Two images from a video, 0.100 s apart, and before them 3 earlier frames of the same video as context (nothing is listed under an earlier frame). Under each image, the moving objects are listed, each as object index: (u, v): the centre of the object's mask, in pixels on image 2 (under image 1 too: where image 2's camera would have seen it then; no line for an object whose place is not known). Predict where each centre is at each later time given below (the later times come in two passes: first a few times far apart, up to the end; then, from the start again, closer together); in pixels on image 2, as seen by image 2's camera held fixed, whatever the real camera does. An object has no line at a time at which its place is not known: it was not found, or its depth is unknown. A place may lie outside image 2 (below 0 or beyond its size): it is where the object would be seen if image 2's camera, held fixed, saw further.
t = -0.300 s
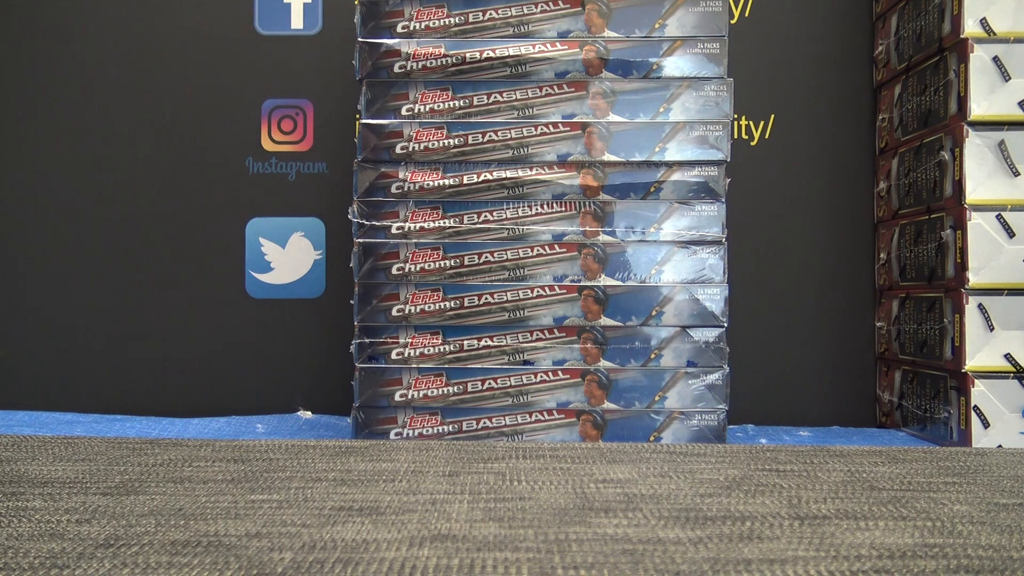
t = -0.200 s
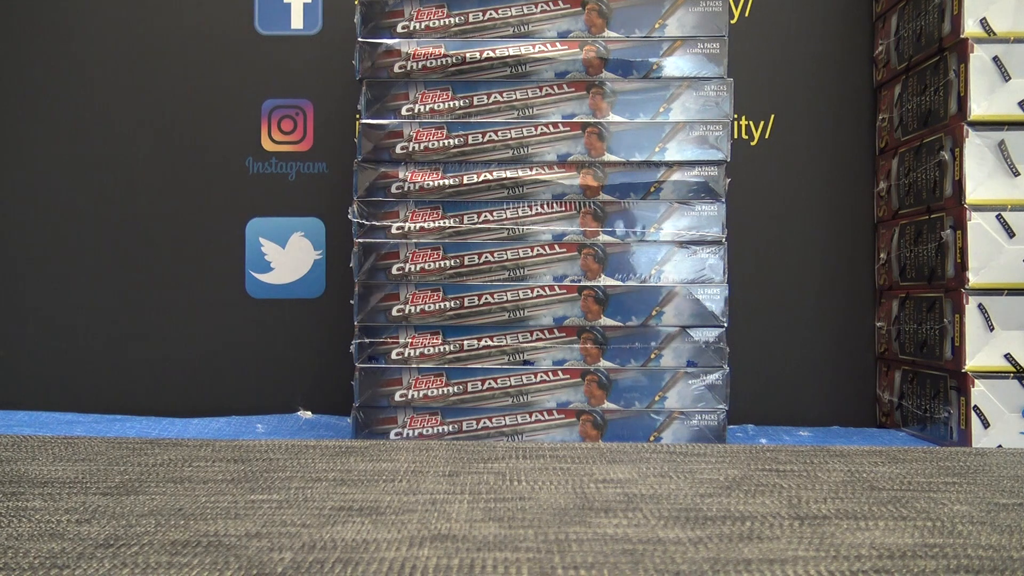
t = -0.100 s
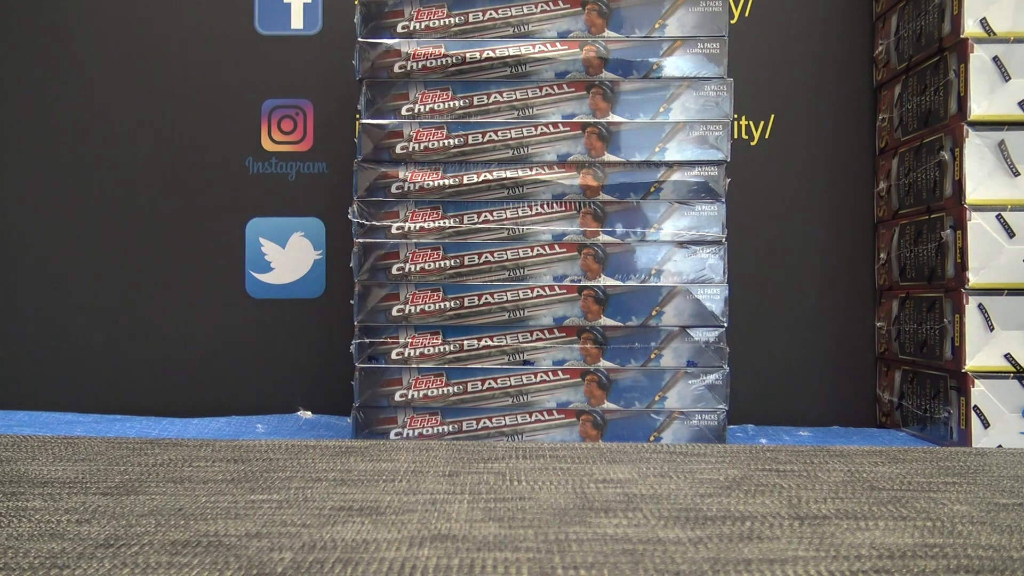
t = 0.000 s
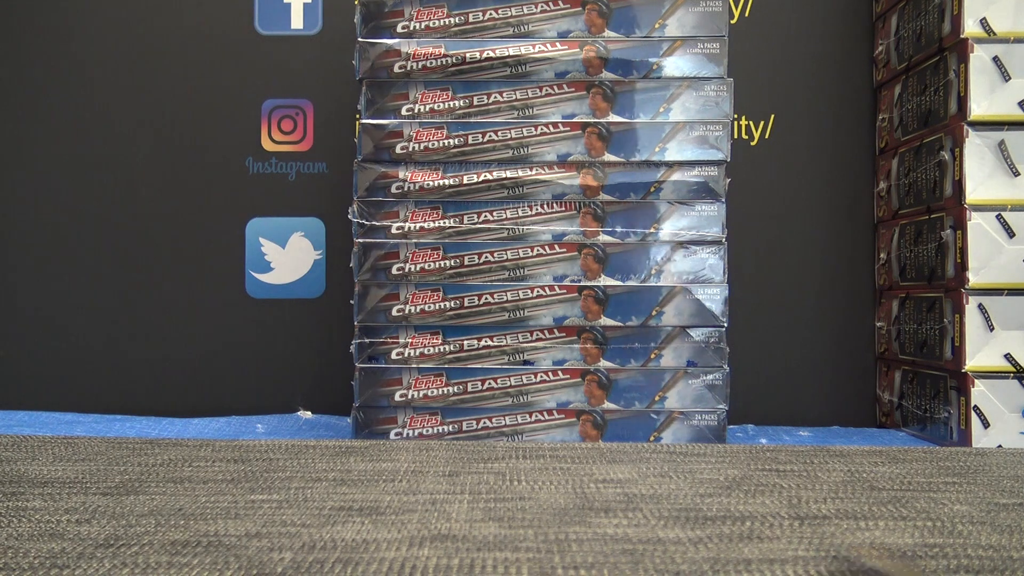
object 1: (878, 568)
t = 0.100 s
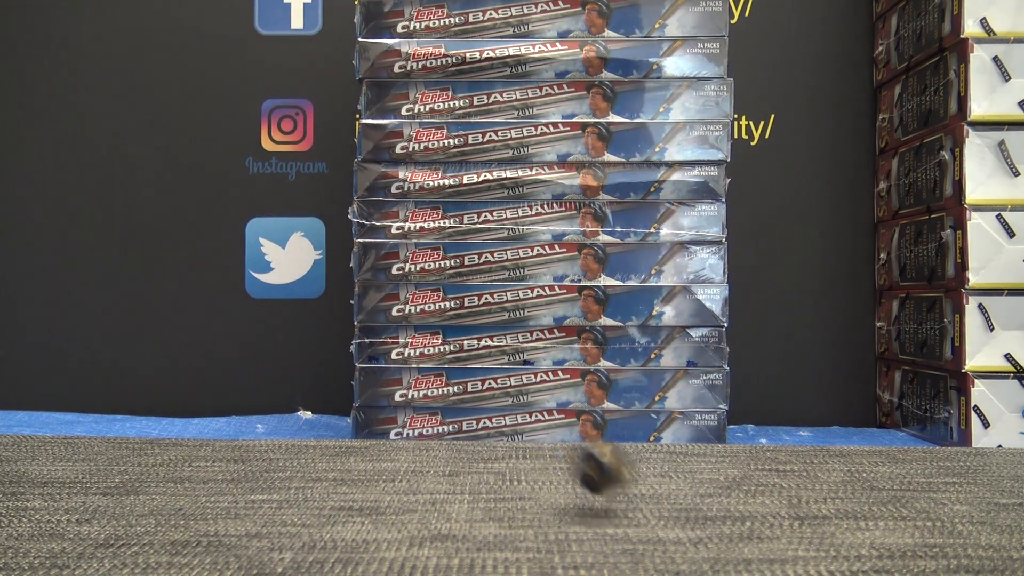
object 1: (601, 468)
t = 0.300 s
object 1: (425, 419)
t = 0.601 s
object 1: (343, 447)
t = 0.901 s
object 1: (347, 453)
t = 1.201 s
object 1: (347, 453)
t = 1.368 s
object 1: (347, 453)
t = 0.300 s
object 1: (425, 419)
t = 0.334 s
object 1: (415, 404)
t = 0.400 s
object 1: (395, 431)
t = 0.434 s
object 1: (381, 434)
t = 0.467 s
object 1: (370, 439)
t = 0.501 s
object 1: (361, 443)
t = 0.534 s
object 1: (352, 445)
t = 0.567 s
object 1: (346, 446)
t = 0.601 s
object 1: (343, 447)
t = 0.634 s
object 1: (340, 451)
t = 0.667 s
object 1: (339, 453)
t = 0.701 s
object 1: (340, 453)
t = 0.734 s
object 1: (343, 454)
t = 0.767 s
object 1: (346, 454)
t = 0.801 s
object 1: (348, 453)
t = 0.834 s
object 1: (347, 453)
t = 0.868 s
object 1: (347, 453)
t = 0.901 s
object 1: (347, 453)
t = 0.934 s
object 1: (347, 453)
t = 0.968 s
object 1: (347, 453)
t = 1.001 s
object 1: (347, 453)
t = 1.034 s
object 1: (347, 453)
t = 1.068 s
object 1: (347, 453)
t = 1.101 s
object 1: (347, 453)
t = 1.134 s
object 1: (347, 453)
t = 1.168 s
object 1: (347, 453)
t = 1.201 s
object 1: (347, 453)
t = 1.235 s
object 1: (347, 453)
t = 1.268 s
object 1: (347, 453)
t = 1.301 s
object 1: (347, 453)
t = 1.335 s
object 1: (347, 453)
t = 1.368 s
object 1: (347, 453)
